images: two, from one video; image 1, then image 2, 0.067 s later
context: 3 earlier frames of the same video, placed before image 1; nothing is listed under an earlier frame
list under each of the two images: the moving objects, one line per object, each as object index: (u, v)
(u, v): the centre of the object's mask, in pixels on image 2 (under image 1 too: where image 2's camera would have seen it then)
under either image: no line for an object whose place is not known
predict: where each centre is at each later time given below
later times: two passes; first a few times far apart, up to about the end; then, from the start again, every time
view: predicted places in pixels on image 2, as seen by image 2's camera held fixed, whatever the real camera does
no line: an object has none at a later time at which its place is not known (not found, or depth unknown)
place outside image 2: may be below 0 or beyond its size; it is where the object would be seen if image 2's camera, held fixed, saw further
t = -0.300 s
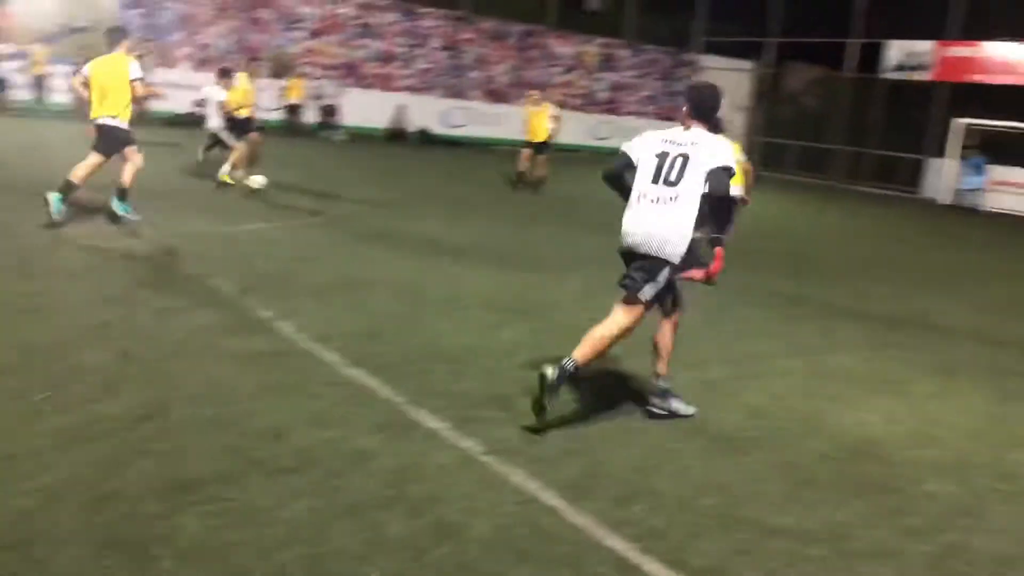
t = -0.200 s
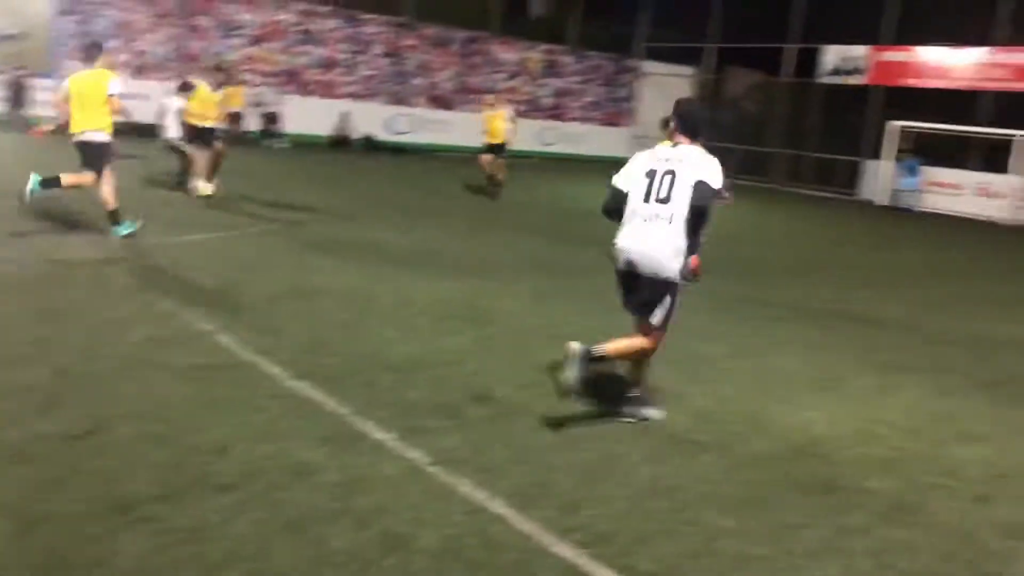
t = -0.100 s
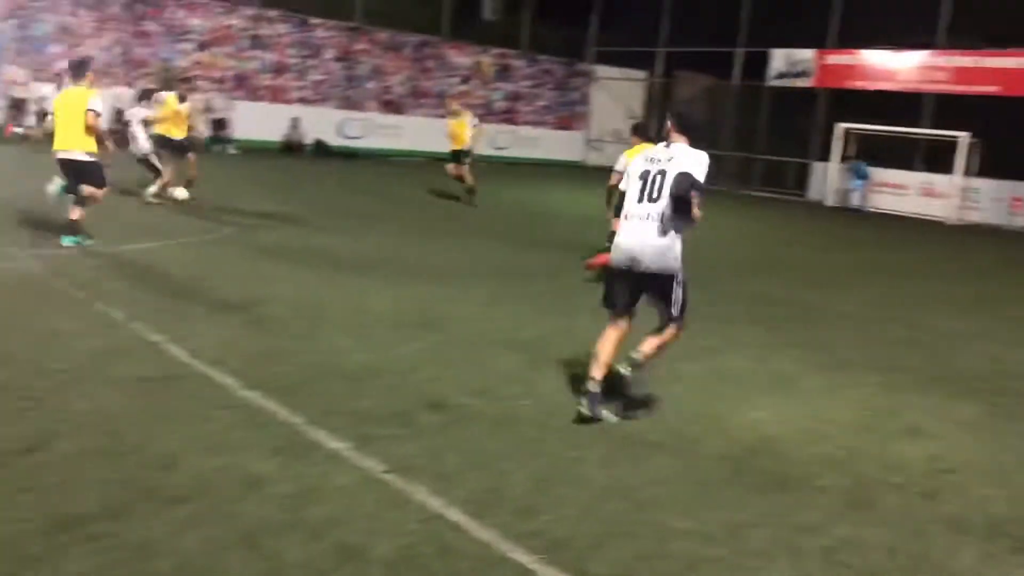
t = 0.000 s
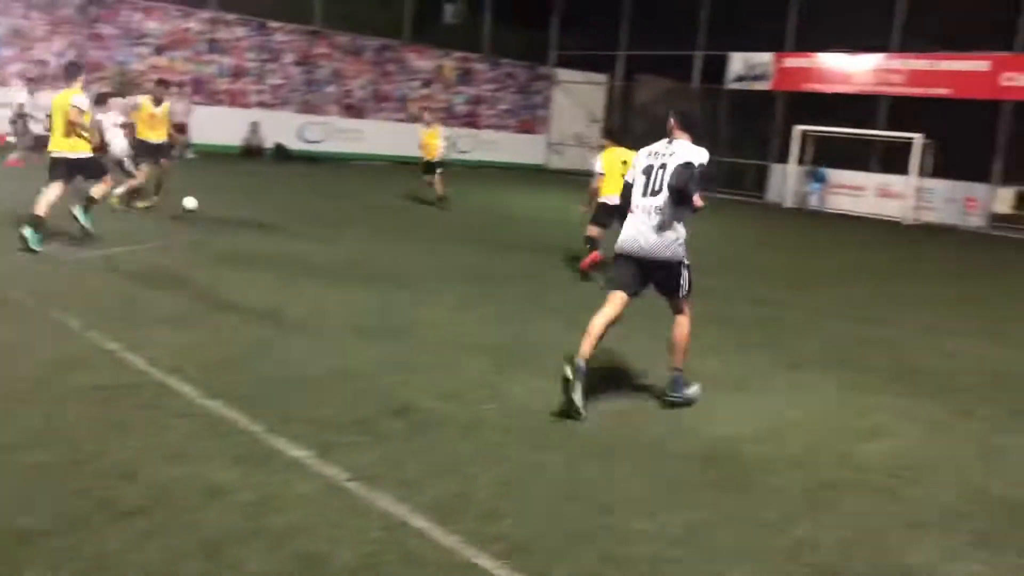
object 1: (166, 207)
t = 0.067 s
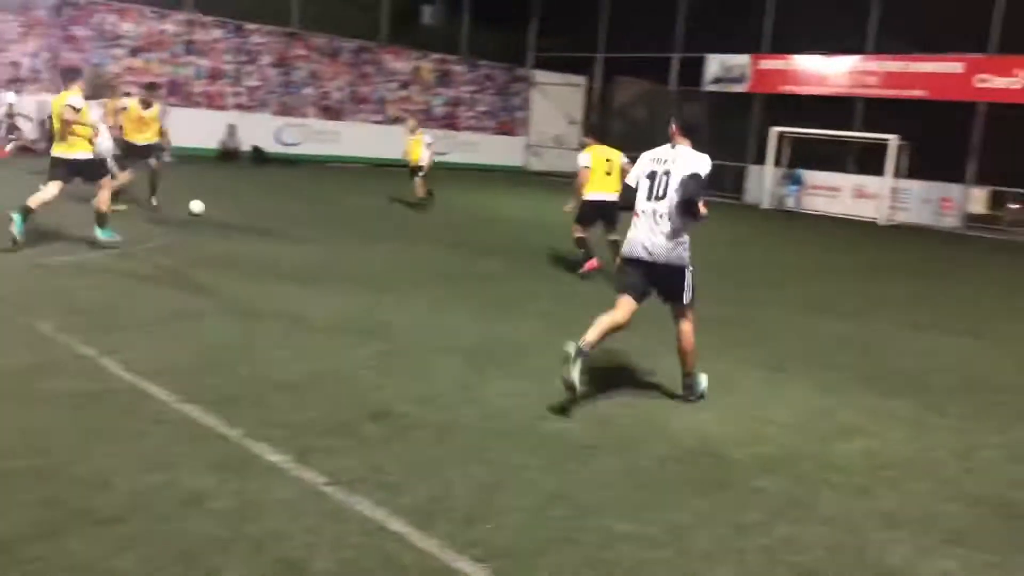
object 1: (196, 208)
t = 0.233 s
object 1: (264, 211)
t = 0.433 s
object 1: (333, 215)
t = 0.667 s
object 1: (406, 218)
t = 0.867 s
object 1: (464, 219)
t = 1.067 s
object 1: (516, 222)
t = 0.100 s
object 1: (211, 209)
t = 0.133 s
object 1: (225, 209)
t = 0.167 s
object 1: (238, 210)
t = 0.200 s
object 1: (251, 211)
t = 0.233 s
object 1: (264, 211)
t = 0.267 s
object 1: (276, 212)
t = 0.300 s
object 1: (288, 213)
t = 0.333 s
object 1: (299, 213)
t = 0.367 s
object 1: (311, 214)
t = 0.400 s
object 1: (322, 215)
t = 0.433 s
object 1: (333, 215)
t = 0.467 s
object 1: (344, 215)
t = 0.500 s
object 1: (355, 215)
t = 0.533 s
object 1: (365, 216)
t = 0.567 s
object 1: (375, 217)
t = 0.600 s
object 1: (386, 217)
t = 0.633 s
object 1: (396, 218)
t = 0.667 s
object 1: (406, 218)
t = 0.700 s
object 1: (416, 218)
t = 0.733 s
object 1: (426, 219)
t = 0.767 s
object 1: (436, 218)
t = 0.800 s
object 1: (445, 219)
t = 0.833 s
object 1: (454, 220)
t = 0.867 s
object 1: (464, 219)
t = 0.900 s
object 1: (472, 220)
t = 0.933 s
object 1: (481, 221)
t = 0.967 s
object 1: (490, 221)
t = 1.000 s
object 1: (499, 221)
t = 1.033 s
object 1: (507, 222)
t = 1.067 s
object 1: (516, 222)
